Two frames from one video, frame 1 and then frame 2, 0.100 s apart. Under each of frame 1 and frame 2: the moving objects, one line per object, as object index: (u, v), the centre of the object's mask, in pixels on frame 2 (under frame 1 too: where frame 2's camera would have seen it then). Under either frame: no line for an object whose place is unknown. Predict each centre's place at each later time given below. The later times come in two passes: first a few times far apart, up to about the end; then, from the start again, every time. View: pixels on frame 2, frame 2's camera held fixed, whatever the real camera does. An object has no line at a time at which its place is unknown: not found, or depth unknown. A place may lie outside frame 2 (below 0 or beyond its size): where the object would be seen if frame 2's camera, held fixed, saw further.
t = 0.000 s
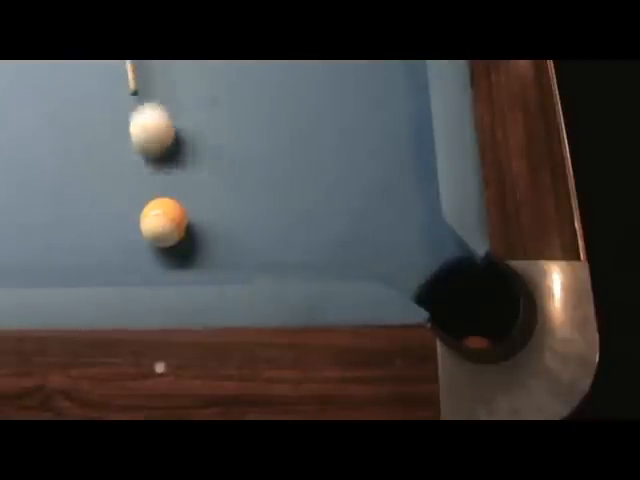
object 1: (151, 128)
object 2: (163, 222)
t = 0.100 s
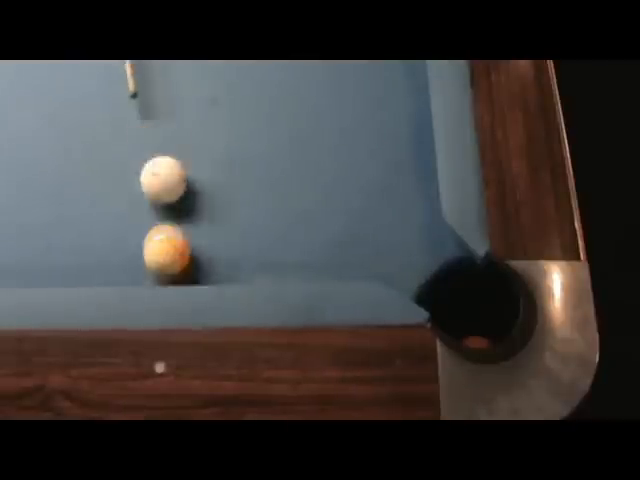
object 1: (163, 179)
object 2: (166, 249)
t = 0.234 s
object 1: (169, 183)
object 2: (188, 243)
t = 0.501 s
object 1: (167, 139)
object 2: (246, 246)
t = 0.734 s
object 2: (294, 247)
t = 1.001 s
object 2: (343, 247)
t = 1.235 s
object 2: (380, 250)
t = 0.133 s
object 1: (166, 184)
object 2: (171, 258)
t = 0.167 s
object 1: (168, 190)
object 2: (174, 248)
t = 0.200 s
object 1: (170, 191)
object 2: (180, 240)
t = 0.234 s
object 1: (169, 183)
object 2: (188, 243)
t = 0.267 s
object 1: (169, 176)
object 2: (196, 243)
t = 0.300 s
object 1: (168, 171)
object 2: (204, 244)
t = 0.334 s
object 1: (169, 165)
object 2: (211, 244)
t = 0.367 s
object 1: (168, 160)
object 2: (218, 245)
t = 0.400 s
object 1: (168, 155)
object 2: (225, 245)
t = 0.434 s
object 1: (168, 149)
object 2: (233, 245)
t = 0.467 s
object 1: (168, 144)
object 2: (240, 246)
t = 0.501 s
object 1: (167, 139)
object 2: (246, 246)
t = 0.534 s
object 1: (167, 135)
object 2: (253, 246)
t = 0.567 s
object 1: (167, 130)
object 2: (260, 246)
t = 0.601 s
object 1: (166, 126)
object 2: (267, 247)
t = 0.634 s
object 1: (166, 121)
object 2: (274, 247)
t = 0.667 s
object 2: (281, 247)
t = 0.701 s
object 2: (288, 247)
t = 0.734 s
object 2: (294, 247)
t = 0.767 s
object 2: (300, 247)
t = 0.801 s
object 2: (306, 247)
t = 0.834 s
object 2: (312, 247)
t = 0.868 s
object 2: (318, 247)
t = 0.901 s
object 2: (325, 247)
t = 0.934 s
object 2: (331, 247)
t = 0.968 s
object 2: (337, 247)
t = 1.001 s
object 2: (343, 247)
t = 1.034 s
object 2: (348, 249)
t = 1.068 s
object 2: (354, 249)
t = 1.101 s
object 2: (359, 249)
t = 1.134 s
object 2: (365, 250)
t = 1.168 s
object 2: (370, 250)
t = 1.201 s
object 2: (375, 250)
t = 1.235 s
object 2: (380, 250)
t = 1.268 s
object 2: (385, 250)
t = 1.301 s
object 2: (390, 251)
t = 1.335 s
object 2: (395, 250)
